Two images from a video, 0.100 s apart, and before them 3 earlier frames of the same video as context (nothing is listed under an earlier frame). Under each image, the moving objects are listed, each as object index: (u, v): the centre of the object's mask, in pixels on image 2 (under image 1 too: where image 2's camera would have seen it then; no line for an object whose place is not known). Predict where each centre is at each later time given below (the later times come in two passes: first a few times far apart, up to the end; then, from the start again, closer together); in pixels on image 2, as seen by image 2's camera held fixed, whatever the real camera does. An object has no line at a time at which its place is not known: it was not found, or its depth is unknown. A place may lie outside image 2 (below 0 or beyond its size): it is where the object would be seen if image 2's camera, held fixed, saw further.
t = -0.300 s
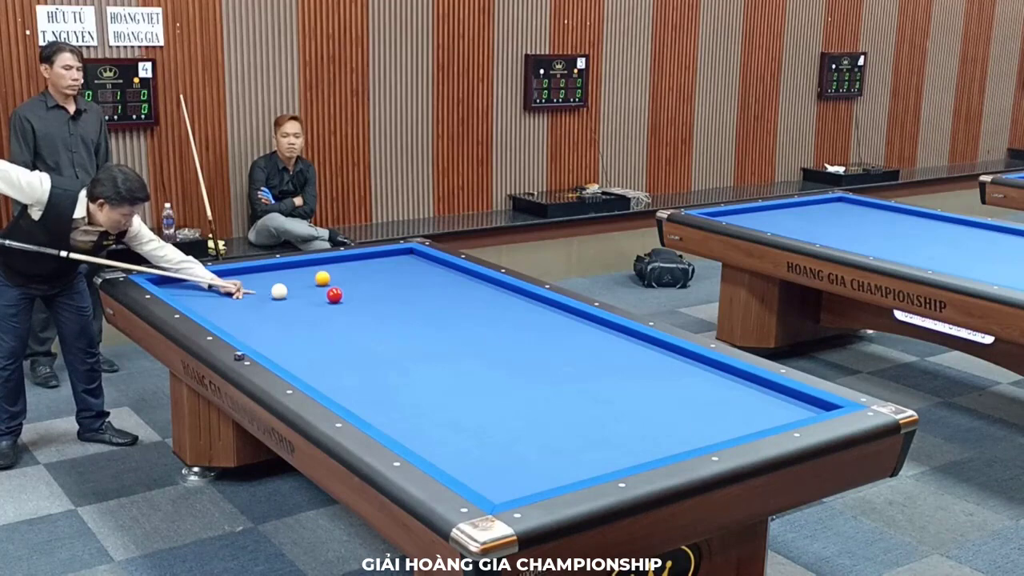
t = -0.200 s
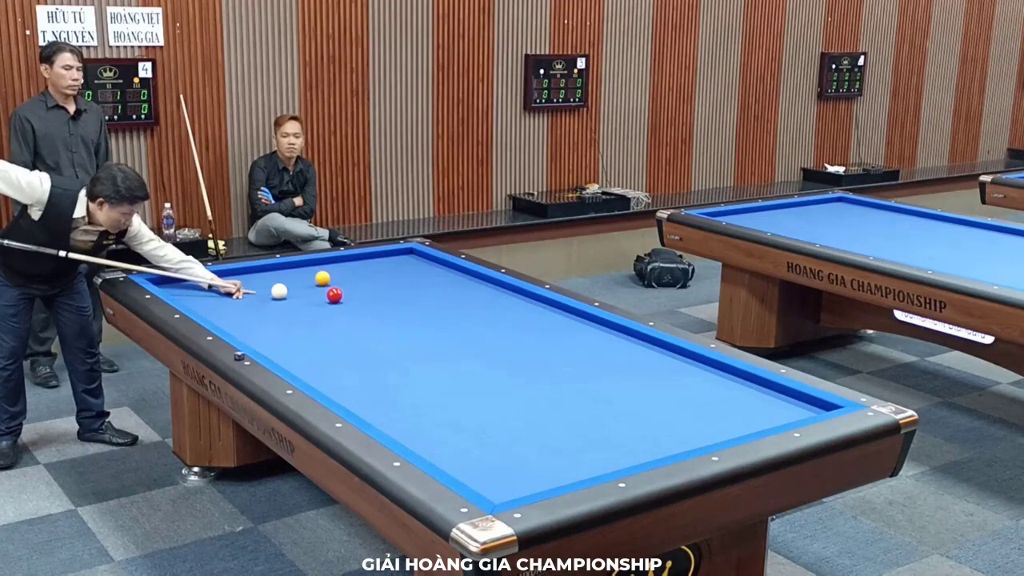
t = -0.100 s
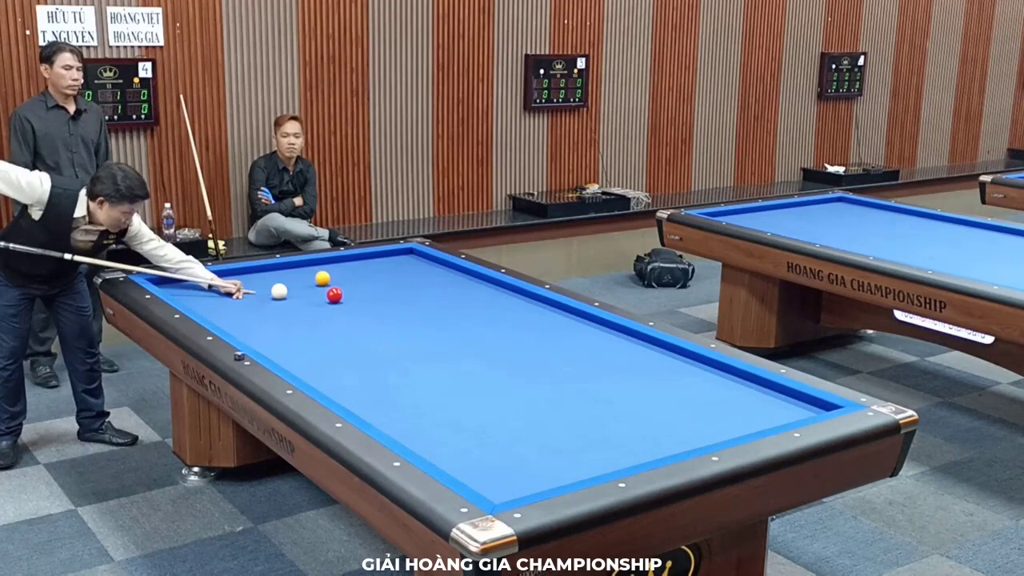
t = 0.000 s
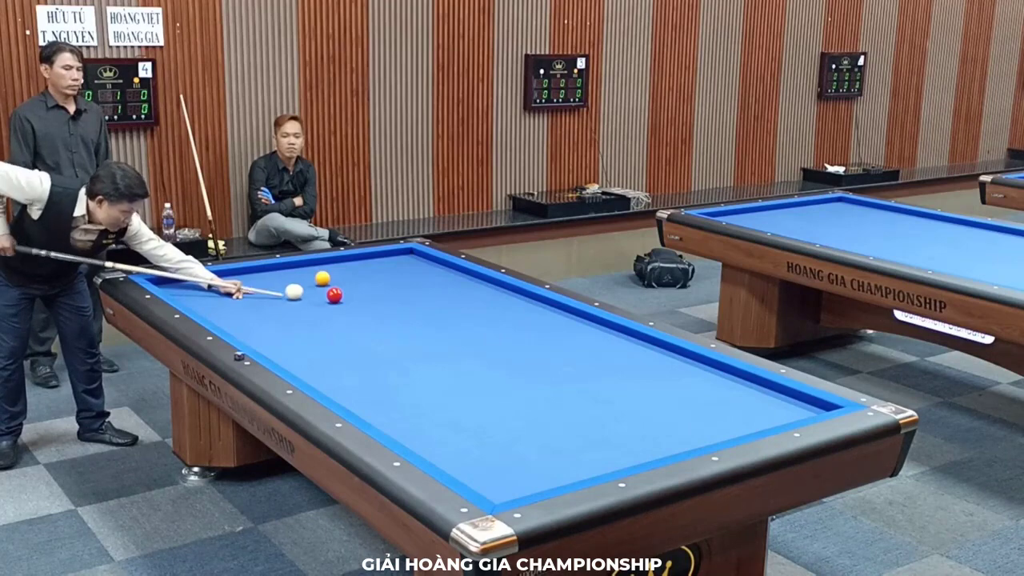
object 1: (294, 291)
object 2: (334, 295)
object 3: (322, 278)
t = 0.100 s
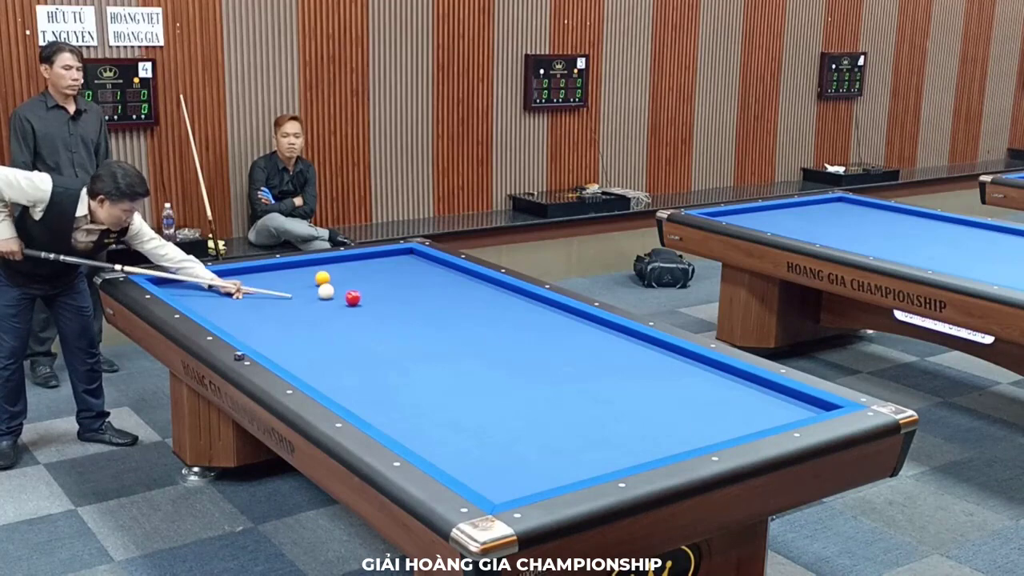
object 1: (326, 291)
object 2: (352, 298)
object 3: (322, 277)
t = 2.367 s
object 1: (369, 259)
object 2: (637, 401)
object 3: (279, 270)
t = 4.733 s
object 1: (402, 254)
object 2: (291, 342)
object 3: (280, 275)
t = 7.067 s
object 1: (405, 254)
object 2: (230, 291)
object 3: (280, 275)
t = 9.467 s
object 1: (405, 254)
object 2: (249, 275)
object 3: (280, 275)
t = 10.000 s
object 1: (405, 254)
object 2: (257, 276)
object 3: (280, 275)
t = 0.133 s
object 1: (329, 290)
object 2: (365, 300)
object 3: (322, 277)
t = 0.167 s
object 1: (331, 289)
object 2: (378, 302)
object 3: (322, 277)
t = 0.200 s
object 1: (332, 288)
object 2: (390, 304)
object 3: (322, 278)
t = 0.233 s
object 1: (334, 287)
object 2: (402, 306)
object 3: (322, 278)
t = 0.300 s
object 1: (335, 285)
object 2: (426, 309)
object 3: (322, 278)
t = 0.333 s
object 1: (335, 284)
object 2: (437, 311)
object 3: (322, 278)
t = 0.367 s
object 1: (334, 283)
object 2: (448, 312)
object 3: (322, 278)
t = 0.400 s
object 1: (334, 282)
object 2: (459, 314)
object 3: (321, 278)
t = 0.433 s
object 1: (333, 281)
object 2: (469, 316)
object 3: (321, 278)
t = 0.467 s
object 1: (334, 280)
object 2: (480, 317)
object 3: (320, 277)
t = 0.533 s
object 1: (335, 280)
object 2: (502, 321)
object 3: (318, 277)
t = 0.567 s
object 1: (336, 279)
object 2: (513, 322)
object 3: (316, 276)
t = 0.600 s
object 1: (337, 279)
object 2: (524, 324)
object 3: (315, 276)
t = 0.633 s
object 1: (338, 278)
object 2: (535, 326)
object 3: (314, 276)
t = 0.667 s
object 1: (338, 278)
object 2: (546, 328)
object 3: (312, 275)
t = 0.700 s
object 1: (339, 277)
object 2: (557, 329)
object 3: (311, 275)
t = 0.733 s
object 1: (340, 277)
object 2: (569, 331)
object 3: (310, 275)
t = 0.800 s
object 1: (341, 276)
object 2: (592, 334)
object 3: (307, 274)
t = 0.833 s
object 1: (342, 276)
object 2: (603, 336)
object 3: (306, 274)
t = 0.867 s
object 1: (343, 275)
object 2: (615, 337)
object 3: (305, 273)
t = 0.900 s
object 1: (343, 275)
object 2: (627, 339)
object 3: (304, 273)
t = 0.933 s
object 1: (344, 274)
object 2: (638, 341)
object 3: (302, 272)
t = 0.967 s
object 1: (345, 274)
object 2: (651, 343)
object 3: (301, 272)
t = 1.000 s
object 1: (346, 273)
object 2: (662, 345)
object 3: (300, 272)
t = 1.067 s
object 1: (347, 273)
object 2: (666, 351)
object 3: (297, 271)
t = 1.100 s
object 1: (347, 272)
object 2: (669, 354)
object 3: (296, 271)
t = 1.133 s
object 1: (348, 272)
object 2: (673, 357)
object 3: (295, 270)
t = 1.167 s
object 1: (349, 271)
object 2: (676, 361)
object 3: (294, 270)
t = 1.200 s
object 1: (350, 271)
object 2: (680, 364)
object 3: (293, 270)
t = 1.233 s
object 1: (350, 271)
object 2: (684, 368)
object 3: (292, 270)
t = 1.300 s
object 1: (351, 270)
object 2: (694, 374)
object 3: (289, 269)
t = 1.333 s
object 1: (352, 270)
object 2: (698, 378)
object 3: (288, 269)
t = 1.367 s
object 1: (353, 269)
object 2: (703, 381)
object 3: (287, 268)
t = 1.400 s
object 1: (353, 269)
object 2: (708, 384)
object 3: (286, 268)
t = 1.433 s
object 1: (354, 268)
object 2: (713, 388)
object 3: (285, 268)
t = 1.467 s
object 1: (355, 268)
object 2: (718, 392)
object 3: (284, 268)
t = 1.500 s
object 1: (355, 268)
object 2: (723, 395)
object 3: (282, 267)
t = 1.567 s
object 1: (356, 267)
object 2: (734, 403)
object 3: (280, 267)
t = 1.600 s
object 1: (357, 267)
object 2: (740, 407)
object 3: (279, 266)
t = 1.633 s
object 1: (358, 266)
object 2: (745, 411)
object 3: (278, 266)
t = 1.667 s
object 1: (358, 266)
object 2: (751, 415)
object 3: (277, 266)
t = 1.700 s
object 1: (359, 265)
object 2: (756, 419)
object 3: (276, 266)
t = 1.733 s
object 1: (359, 265)
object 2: (762, 421)
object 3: (276, 266)
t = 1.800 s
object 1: (360, 264)
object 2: (757, 422)
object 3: (277, 266)
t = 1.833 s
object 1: (361, 264)
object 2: (748, 422)
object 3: (277, 266)
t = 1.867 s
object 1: (362, 264)
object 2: (739, 420)
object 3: (277, 266)
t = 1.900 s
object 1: (362, 263)
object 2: (731, 418)
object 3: (277, 267)
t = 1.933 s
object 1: (362, 263)
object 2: (723, 416)
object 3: (277, 267)
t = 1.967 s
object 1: (363, 263)
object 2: (715, 415)
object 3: (277, 267)
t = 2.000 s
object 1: (363, 263)
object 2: (708, 413)
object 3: (277, 267)
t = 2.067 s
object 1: (364, 262)
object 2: (695, 411)
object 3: (278, 268)
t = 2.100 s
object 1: (365, 262)
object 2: (688, 410)
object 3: (278, 268)
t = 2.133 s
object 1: (365, 261)
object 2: (682, 409)
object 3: (278, 268)
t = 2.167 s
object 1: (366, 261)
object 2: (675, 408)
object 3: (278, 268)
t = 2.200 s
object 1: (366, 261)
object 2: (669, 406)
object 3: (278, 269)
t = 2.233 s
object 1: (367, 260)
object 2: (663, 405)
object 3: (278, 269)
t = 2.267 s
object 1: (367, 260)
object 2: (656, 404)
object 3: (278, 269)
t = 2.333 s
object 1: (368, 259)
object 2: (644, 402)
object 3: (279, 269)
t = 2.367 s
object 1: (369, 259)
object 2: (637, 401)
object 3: (279, 270)
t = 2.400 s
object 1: (369, 259)
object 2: (632, 400)
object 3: (279, 270)
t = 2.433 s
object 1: (370, 259)
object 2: (625, 399)
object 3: (279, 270)
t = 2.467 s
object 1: (370, 258)
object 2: (619, 398)
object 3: (279, 270)
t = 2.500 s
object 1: (370, 258)
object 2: (613, 397)
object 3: (279, 270)
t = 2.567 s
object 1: (372, 258)
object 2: (601, 395)
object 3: (279, 270)
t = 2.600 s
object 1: (372, 257)
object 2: (596, 394)
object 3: (279, 271)
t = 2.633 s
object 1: (372, 257)
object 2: (590, 393)
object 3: (279, 271)
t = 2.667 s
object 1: (373, 257)
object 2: (584, 392)
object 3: (280, 271)
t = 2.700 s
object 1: (373, 256)
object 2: (578, 391)
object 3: (280, 271)
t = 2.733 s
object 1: (374, 256)
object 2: (573, 390)
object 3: (280, 271)
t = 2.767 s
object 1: (374, 256)
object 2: (567, 389)
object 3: (280, 271)
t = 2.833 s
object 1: (375, 256)
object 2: (555, 387)
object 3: (280, 272)
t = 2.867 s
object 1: (375, 255)
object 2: (550, 386)
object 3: (280, 272)
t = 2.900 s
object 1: (376, 255)
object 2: (544, 385)
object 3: (280, 272)
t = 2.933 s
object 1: (376, 255)
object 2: (539, 384)
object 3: (280, 272)
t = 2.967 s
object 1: (376, 254)
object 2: (534, 383)
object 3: (280, 272)
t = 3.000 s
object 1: (377, 254)
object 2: (528, 382)
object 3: (280, 272)
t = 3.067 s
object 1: (378, 254)
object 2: (518, 380)
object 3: (280, 273)
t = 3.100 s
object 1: (378, 254)
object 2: (512, 379)
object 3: (280, 273)
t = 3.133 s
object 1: (378, 253)
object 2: (507, 379)
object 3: (280, 273)
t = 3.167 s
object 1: (379, 253)
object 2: (502, 378)
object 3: (280, 273)
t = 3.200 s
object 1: (380, 253)
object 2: (496, 377)
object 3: (280, 273)
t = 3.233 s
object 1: (381, 253)
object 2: (491, 376)
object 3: (280, 273)
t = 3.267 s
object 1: (381, 253)
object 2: (487, 375)
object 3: (281, 273)
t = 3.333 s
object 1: (383, 253)
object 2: (476, 373)
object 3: (281, 273)
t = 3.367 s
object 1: (383, 253)
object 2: (471, 372)
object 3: (281, 273)
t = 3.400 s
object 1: (384, 253)
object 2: (466, 372)
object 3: (281, 273)
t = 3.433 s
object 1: (385, 253)
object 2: (461, 371)
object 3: (281, 274)
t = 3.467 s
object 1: (385, 253)
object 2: (456, 370)
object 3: (281, 274)
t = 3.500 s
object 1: (386, 253)
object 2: (452, 369)
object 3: (281, 274)
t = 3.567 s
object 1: (387, 253)
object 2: (442, 368)
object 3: (281, 274)
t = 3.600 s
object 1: (388, 253)
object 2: (437, 367)
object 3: (281, 274)
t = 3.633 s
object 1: (388, 253)
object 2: (432, 366)
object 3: (281, 274)
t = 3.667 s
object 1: (389, 253)
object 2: (428, 365)
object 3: (281, 274)
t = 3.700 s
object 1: (389, 253)
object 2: (423, 364)
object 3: (281, 274)
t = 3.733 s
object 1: (390, 253)
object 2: (418, 363)
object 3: (281, 274)
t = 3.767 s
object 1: (390, 253)
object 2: (414, 363)
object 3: (281, 274)
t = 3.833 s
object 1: (392, 254)
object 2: (405, 361)
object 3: (281, 274)
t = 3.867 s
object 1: (392, 253)
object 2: (400, 360)
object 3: (281, 275)
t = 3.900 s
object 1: (393, 253)
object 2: (395, 360)
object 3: (281, 275)
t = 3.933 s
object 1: (393, 253)
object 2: (391, 359)
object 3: (281, 275)
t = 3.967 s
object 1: (394, 254)
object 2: (387, 358)
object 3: (280, 275)
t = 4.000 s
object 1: (394, 254)
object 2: (382, 357)
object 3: (280, 275)
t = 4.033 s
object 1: (394, 254)
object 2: (378, 356)
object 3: (280, 275)
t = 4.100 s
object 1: (395, 253)
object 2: (369, 355)
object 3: (280, 275)
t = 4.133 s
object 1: (396, 254)
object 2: (364, 355)
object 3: (280, 275)
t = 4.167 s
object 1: (396, 254)
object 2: (360, 354)
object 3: (280, 275)
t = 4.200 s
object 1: (396, 254)
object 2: (356, 353)
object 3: (280, 275)
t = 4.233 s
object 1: (397, 254)
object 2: (352, 352)
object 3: (280, 275)
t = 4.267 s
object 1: (397, 254)
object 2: (347, 352)
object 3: (280, 275)
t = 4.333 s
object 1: (398, 254)
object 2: (339, 350)
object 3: (280, 275)
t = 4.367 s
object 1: (399, 254)
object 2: (335, 349)
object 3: (280, 275)
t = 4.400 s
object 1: (399, 254)
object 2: (330, 349)
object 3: (280, 275)
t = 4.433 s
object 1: (399, 254)
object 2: (327, 348)
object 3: (280, 275)
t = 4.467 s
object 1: (400, 254)
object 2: (322, 348)
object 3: (280, 275)
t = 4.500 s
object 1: (400, 254)
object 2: (318, 347)
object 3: (280, 275)
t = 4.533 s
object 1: (400, 254)
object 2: (315, 346)
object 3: (280, 275)
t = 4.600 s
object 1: (401, 254)
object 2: (307, 345)
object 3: (280, 275)
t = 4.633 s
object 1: (401, 254)
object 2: (302, 344)
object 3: (280, 275)
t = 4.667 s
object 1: (402, 254)
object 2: (299, 344)
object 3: (280, 275)
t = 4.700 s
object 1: (402, 254)
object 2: (295, 343)
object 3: (280, 275)
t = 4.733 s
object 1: (402, 254)
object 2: (291, 342)
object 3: (280, 275)
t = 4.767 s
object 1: (402, 254)
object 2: (287, 342)
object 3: (280, 275)
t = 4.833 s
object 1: (403, 254)
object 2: (279, 341)
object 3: (280, 275)
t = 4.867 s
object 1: (403, 254)
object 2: (275, 340)
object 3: (280, 275)
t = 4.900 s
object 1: (403, 254)
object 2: (272, 339)
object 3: (280, 275)
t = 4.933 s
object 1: (404, 254)
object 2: (268, 338)
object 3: (280, 275)
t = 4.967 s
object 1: (404, 254)
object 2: (264, 338)
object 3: (280, 275)
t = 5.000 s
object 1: (404, 254)
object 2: (261, 337)
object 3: (280, 275)
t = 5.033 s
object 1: (404, 254)
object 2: (257, 337)
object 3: (280, 275)
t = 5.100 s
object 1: (405, 254)
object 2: (250, 336)
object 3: (280, 275)
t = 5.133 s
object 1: (405, 254)
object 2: (246, 334)
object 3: (280, 275)
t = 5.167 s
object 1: (405, 254)
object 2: (243, 333)
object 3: (280, 275)
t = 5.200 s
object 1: (405, 254)
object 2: (239, 332)
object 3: (280, 275)
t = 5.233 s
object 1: (405, 254)
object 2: (237, 332)
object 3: (280, 275)
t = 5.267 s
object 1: (405, 254)
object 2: (238, 331)
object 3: (280, 275)
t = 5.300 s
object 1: (405, 254)
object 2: (237, 330)
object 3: (280, 275)
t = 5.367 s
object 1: (406, 254)
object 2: (237, 329)
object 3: (280, 275)
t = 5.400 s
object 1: (406, 254)
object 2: (237, 328)
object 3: (280, 275)
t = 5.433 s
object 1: (406, 254)
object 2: (236, 327)
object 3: (280, 275)
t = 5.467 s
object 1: (406, 253)
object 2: (236, 327)
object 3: (280, 275)
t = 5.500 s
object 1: (406, 254)
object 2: (236, 326)
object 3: (280, 275)
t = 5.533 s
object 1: (406, 254)
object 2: (235, 325)
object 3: (280, 275)
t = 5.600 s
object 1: (406, 253)
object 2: (235, 323)
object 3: (280, 275)
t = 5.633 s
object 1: (405, 254)
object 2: (235, 322)
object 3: (280, 275)
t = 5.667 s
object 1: (405, 254)
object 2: (235, 321)
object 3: (280, 275)
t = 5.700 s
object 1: (406, 254)
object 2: (235, 320)
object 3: (280, 275)
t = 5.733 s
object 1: (406, 254)
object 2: (235, 319)
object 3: (280, 275)
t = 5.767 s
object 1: (405, 253)
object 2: (234, 319)
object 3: (280, 275)
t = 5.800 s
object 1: (405, 254)
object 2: (234, 318)
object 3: (280, 275)
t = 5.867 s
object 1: (405, 254)
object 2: (234, 316)
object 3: (280, 275)
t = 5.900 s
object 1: (405, 253)
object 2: (234, 315)
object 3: (280, 275)
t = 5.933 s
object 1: (405, 254)
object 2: (234, 314)
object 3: (280, 275)
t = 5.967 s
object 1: (405, 253)
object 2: (233, 314)
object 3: (280, 275)
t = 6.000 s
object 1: (405, 253)
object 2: (233, 313)
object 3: (280, 275)
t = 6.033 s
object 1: (405, 254)
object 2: (233, 312)
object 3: (280, 275)
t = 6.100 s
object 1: (405, 254)
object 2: (233, 310)
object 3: (280, 275)
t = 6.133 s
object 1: (405, 254)
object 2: (233, 310)
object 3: (280, 275)
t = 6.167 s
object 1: (405, 254)
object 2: (233, 309)
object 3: (280, 275)
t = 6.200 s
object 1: (405, 254)
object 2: (233, 308)
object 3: (280, 275)
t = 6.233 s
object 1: (405, 254)
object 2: (232, 308)
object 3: (280, 275)
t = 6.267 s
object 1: (405, 254)
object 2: (232, 307)
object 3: (280, 275)
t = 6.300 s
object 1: (405, 254)
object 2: (232, 306)
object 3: (280, 275)
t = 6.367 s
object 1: (405, 254)
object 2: (232, 305)
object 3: (280, 275)
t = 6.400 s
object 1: (405, 254)
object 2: (232, 304)
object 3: (280, 275)
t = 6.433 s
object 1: (405, 254)
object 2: (232, 303)
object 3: (280, 275)
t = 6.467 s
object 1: (405, 254)
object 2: (232, 303)
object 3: (280, 275)
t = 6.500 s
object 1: (405, 254)
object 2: (231, 302)
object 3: (280, 275)
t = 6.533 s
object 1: (405, 254)
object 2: (231, 302)
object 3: (280, 275)
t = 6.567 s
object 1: (405, 254)
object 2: (231, 301)
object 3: (280, 275)
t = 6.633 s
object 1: (405, 254)
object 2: (231, 299)
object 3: (280, 275)
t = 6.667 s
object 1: (405, 254)
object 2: (231, 299)
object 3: (280, 275)
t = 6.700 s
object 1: (405, 254)
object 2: (231, 298)
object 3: (280, 275)
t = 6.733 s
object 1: (405, 253)
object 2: (231, 297)
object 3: (280, 275)
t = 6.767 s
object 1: (405, 254)
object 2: (231, 297)
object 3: (280, 275)
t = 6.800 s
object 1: (405, 254)
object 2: (231, 296)
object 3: (280, 275)
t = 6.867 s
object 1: (405, 254)
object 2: (230, 295)
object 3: (280, 275)
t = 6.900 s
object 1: (405, 254)
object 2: (230, 294)
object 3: (280, 275)
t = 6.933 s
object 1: (405, 254)
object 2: (230, 294)
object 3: (280, 275)
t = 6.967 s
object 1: (405, 254)
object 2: (230, 293)
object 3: (280, 275)
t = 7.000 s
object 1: (405, 254)
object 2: (230, 292)
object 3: (280, 275)
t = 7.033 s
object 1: (405, 254)
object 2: (230, 292)
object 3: (280, 275)
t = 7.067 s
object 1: (405, 254)
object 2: (230, 291)
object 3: (280, 275)
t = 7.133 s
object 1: (405, 254)
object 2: (230, 290)
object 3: (280, 275)
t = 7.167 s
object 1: (405, 254)
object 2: (230, 290)
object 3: (280, 275)
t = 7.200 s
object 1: (405, 254)
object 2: (230, 289)
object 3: (280, 275)
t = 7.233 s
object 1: (405, 254)
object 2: (230, 289)
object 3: (280, 275)
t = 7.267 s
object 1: (405, 254)
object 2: (230, 288)
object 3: (280, 275)
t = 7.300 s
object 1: (405, 254)
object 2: (230, 288)
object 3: (280, 275)
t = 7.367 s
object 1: (405, 254)
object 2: (230, 286)
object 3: (280, 275)
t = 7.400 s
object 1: (405, 254)
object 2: (229, 286)
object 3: (280, 275)
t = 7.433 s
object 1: (405, 254)
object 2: (229, 285)
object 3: (280, 275)
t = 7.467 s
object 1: (405, 254)
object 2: (229, 285)
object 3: (280, 275)
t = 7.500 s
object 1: (405, 253)
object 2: (229, 285)
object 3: (280, 275)
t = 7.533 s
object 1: (405, 254)
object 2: (229, 284)
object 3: (280, 275)
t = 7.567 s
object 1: (405, 254)
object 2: (229, 283)
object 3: (280, 275)
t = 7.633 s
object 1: (405, 254)
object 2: (229, 282)
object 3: (280, 275)
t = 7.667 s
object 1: (405, 254)
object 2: (229, 282)
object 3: (280, 275)
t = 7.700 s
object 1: (405, 253)
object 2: (229, 281)
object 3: (280, 275)
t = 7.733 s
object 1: (405, 254)
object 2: (229, 281)
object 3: (280, 275)
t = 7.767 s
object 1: (405, 254)
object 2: (229, 280)
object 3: (280, 275)
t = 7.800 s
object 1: (405, 254)
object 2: (229, 280)
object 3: (280, 275)
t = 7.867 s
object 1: (405, 254)
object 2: (229, 278)
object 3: (280, 275)
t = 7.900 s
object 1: (405, 253)
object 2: (228, 278)
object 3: (280, 275)
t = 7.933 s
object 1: (405, 253)
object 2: (228, 278)
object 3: (280, 275)
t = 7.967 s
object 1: (405, 254)
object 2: (228, 277)
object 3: (280, 275)
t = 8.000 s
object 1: (405, 253)
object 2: (228, 277)
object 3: (280, 275)
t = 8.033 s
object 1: (405, 253)
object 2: (228, 277)
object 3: (280, 275)
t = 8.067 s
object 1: (405, 254)
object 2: (228, 276)
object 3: (280, 275)
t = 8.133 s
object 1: (405, 254)
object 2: (228, 276)
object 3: (280, 275)
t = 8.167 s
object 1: (405, 254)
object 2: (228, 275)
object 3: (280, 275)
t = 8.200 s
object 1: (405, 254)
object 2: (228, 275)
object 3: (280, 275)
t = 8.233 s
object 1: (405, 254)
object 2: (228, 275)
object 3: (280, 275)
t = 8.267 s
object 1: (405, 254)
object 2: (228, 274)
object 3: (280, 275)
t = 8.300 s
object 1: (405, 254)
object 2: (228, 274)
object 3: (280, 275)
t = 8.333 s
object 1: (405, 253)
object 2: (228, 273)
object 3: (280, 275)
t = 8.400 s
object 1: (405, 253)
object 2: (228, 273)
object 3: (280, 275)
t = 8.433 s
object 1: (405, 253)
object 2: (227, 272)
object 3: (280, 275)
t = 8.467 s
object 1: (405, 254)
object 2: (228, 272)
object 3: (280, 275)
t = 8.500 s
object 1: (405, 254)
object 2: (228, 272)
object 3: (280, 275)
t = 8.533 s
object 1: (405, 253)
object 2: (229, 272)
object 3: (280, 275)
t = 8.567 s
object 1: (405, 253)
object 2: (230, 272)
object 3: (280, 275)
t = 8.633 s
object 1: (405, 253)
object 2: (232, 273)
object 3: (280, 275)
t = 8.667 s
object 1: (405, 253)
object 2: (232, 272)
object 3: (280, 275)
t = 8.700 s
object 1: (405, 254)
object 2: (233, 273)
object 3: (280, 275)
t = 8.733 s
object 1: (405, 254)
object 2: (234, 273)
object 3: (280, 275)
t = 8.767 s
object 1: (405, 254)
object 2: (235, 273)
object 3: (280, 275)
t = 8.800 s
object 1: (405, 253)
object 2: (236, 273)
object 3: (280, 275)
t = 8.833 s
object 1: (405, 254)
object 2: (236, 273)
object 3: (280, 275)
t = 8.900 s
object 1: (405, 254)
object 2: (238, 274)
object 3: (280, 275)
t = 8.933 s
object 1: (405, 254)
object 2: (239, 274)
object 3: (280, 275)
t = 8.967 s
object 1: (405, 254)
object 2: (239, 274)
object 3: (280, 275)
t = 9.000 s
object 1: (405, 254)
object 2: (240, 274)
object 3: (280, 275)
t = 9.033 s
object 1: (405, 253)
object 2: (241, 274)
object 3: (280, 275)
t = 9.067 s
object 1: (405, 254)
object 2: (241, 274)
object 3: (280, 275)
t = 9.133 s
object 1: (405, 253)
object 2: (243, 274)
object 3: (280, 275)
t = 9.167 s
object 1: (405, 253)
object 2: (243, 274)
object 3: (280, 275)
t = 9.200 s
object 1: (405, 254)
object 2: (244, 274)
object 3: (280, 275)
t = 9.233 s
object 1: (405, 254)
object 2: (245, 274)
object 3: (280, 275)
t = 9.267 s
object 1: (405, 254)
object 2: (245, 274)
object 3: (280, 275)
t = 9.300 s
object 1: (405, 253)
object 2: (246, 274)
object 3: (280, 275)
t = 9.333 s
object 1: (405, 254)
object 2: (246, 275)
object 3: (280, 275)
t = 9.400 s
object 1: (405, 254)
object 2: (248, 275)
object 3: (280, 275)
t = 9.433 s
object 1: (405, 254)
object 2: (249, 275)
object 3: (280, 275)
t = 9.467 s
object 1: (405, 254)
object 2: (249, 275)
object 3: (280, 275)
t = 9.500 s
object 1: (405, 253)
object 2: (250, 275)
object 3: (280, 275)
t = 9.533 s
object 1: (405, 254)
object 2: (250, 275)
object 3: (280, 275)
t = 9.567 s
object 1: (405, 254)
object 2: (251, 275)
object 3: (280, 275)
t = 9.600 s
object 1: (405, 254)
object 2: (251, 275)
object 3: (280, 275)
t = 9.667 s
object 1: (405, 254)
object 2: (252, 275)
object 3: (280, 275)
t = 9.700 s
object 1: (405, 254)
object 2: (253, 275)
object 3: (280, 275)
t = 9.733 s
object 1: (405, 254)
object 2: (253, 275)
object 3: (280, 275)
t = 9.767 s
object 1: (405, 253)
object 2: (254, 276)
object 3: (280, 275)
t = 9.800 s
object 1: (405, 253)
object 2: (254, 276)
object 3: (280, 275)
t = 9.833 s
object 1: (405, 254)
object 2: (254, 276)
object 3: (280, 275)
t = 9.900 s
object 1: (405, 254)
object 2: (256, 275)
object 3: (280, 275)
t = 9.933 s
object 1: (405, 254)
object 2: (256, 276)
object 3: (280, 275)
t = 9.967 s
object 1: (405, 254)
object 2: (257, 276)
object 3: (280, 275)
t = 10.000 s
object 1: (405, 254)
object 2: (257, 276)
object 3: (280, 275)
